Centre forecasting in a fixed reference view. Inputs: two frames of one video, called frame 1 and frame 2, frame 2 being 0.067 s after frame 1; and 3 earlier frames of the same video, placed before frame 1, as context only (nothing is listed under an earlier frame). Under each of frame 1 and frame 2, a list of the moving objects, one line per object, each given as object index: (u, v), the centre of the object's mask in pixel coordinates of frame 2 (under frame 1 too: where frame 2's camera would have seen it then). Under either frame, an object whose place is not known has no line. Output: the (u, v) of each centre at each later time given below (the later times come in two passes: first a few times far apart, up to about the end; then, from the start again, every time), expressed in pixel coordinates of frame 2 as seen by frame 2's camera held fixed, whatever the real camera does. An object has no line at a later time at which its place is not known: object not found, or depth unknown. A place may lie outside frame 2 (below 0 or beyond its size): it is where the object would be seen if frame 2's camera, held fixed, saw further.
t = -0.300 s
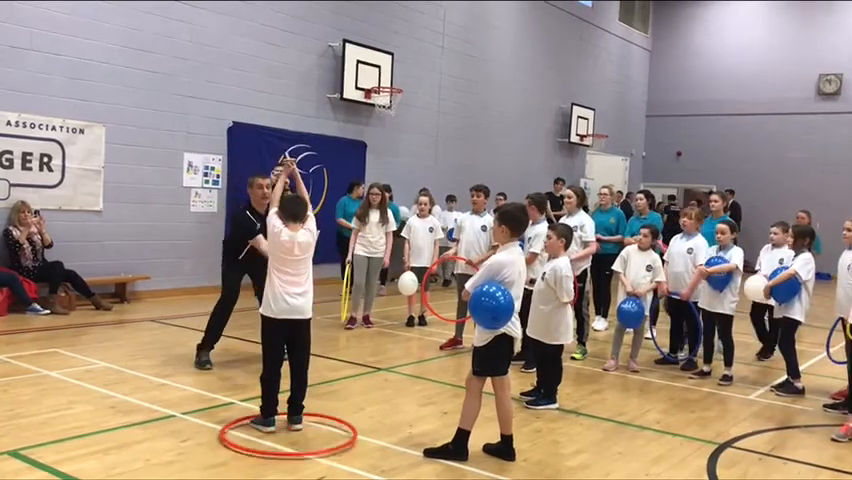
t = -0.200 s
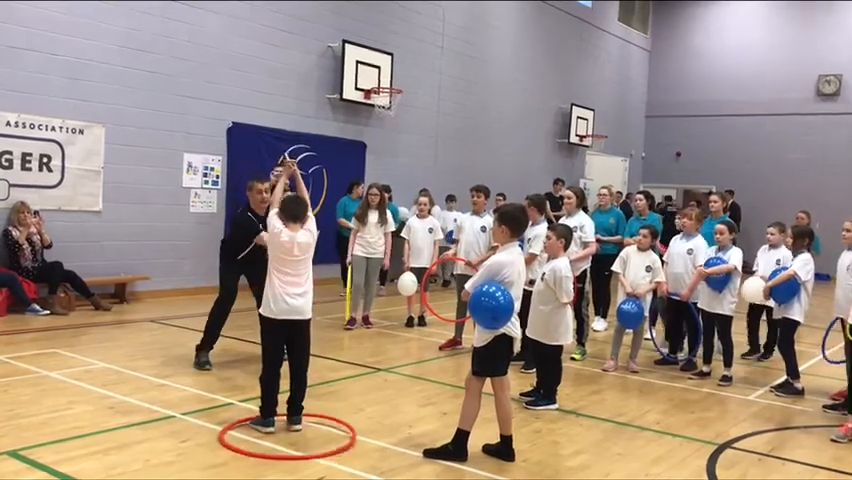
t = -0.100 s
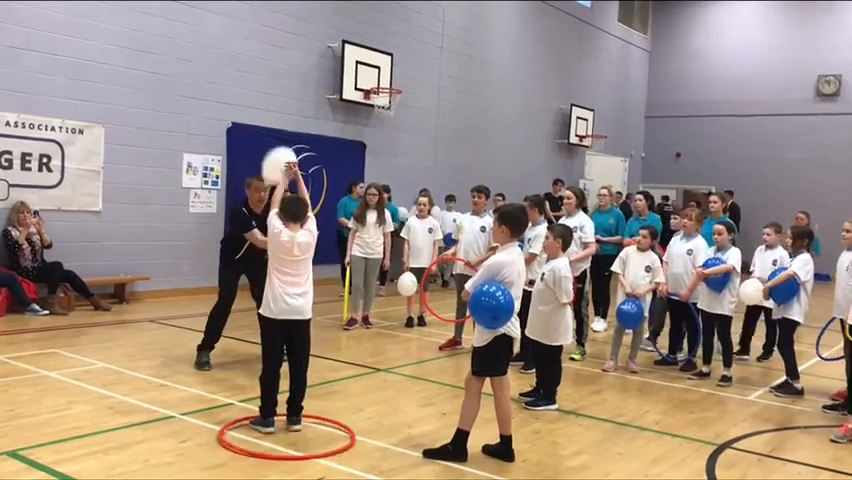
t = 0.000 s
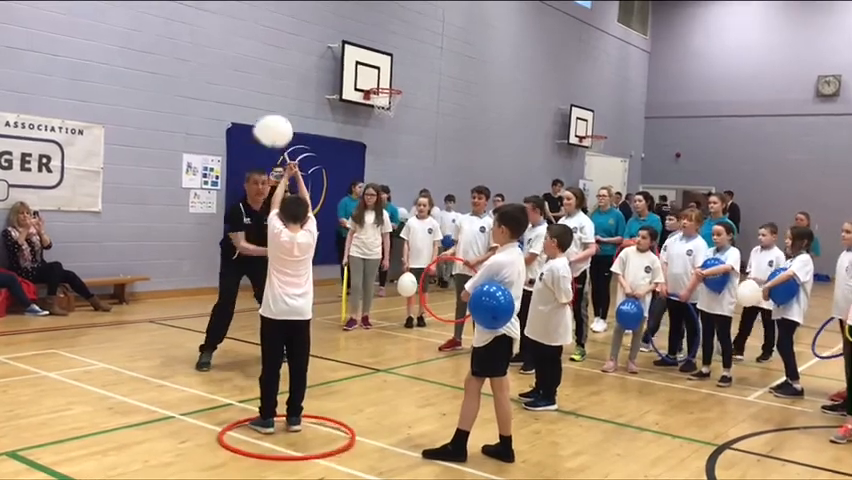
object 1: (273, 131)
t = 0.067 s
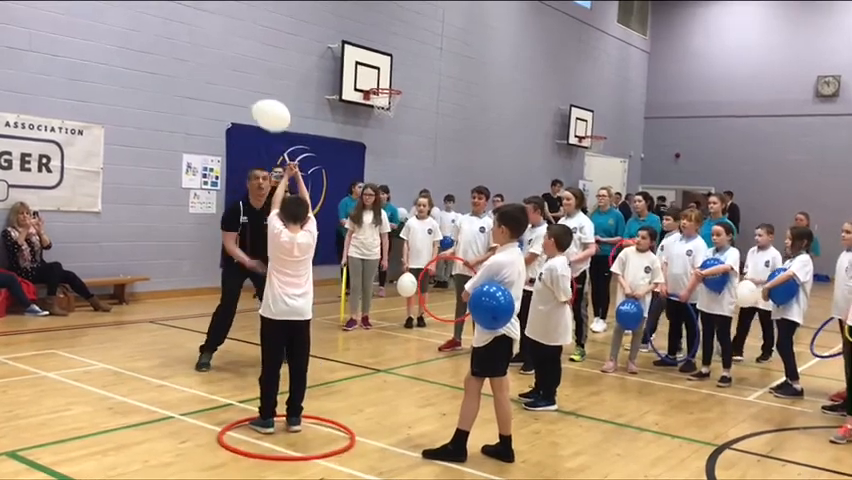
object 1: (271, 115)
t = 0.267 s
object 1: (266, 89)
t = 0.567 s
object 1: (254, 76)
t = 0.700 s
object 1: (249, 76)
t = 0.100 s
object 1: (271, 108)
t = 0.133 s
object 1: (270, 103)
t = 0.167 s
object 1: (269, 99)
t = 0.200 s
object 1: (268, 95)
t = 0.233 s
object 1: (267, 92)
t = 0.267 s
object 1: (266, 89)
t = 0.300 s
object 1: (264, 87)
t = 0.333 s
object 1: (263, 84)
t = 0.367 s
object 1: (262, 82)
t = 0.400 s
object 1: (260, 80)
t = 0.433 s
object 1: (259, 79)
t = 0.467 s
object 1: (258, 78)
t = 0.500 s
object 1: (257, 77)
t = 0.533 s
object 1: (255, 77)
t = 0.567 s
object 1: (254, 76)
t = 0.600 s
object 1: (253, 76)
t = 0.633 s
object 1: (251, 76)
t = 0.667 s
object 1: (250, 76)
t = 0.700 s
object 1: (249, 76)
